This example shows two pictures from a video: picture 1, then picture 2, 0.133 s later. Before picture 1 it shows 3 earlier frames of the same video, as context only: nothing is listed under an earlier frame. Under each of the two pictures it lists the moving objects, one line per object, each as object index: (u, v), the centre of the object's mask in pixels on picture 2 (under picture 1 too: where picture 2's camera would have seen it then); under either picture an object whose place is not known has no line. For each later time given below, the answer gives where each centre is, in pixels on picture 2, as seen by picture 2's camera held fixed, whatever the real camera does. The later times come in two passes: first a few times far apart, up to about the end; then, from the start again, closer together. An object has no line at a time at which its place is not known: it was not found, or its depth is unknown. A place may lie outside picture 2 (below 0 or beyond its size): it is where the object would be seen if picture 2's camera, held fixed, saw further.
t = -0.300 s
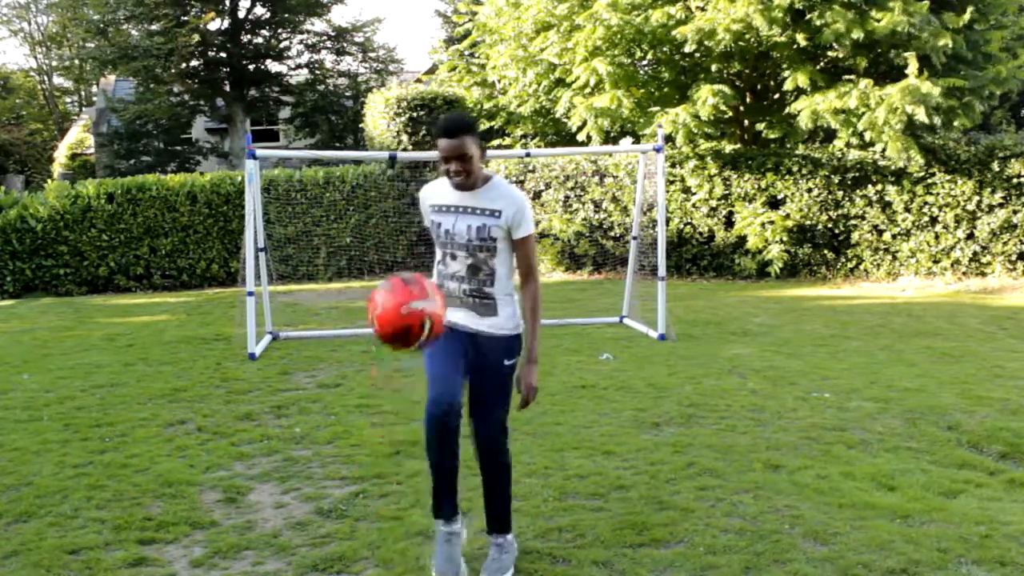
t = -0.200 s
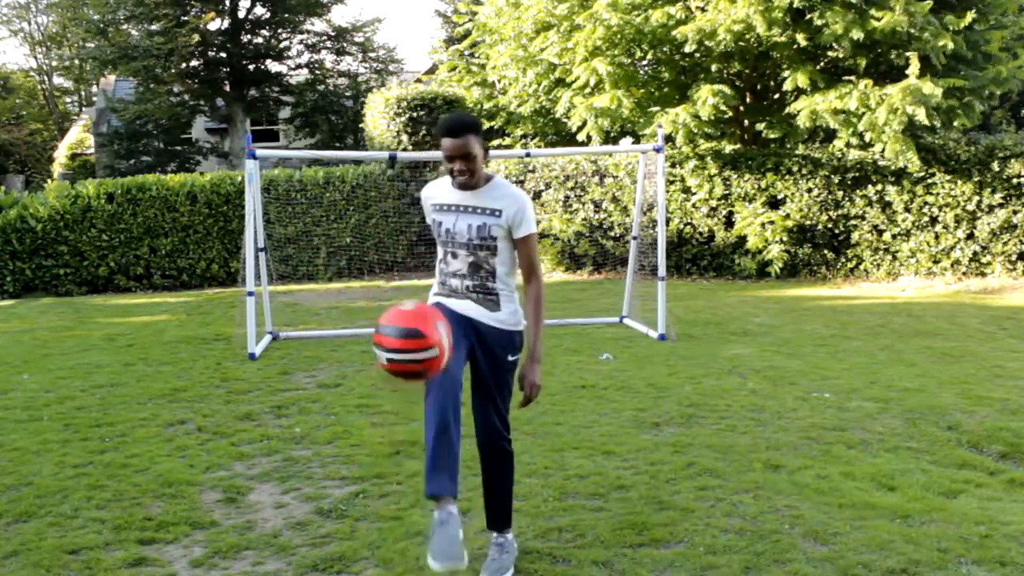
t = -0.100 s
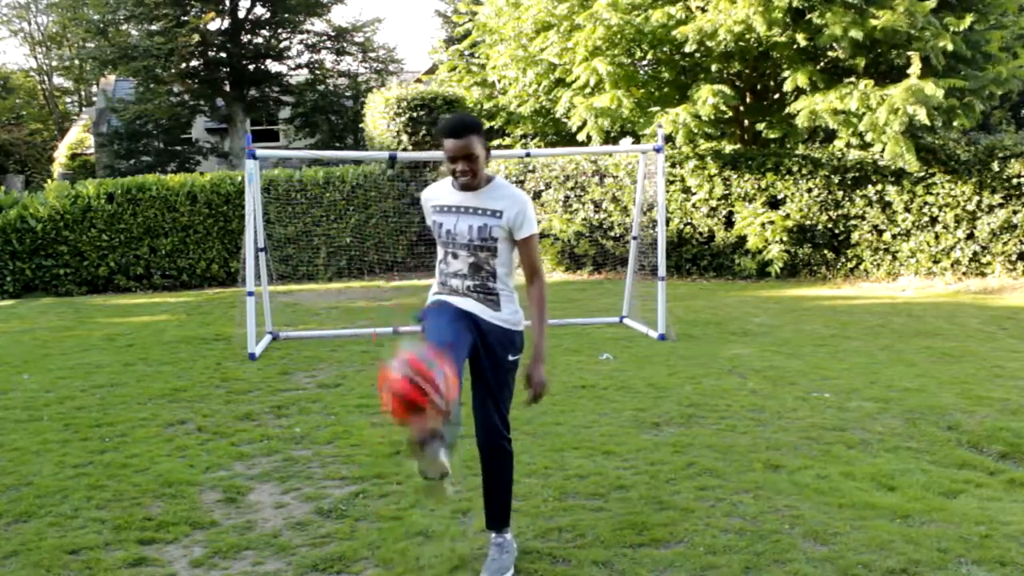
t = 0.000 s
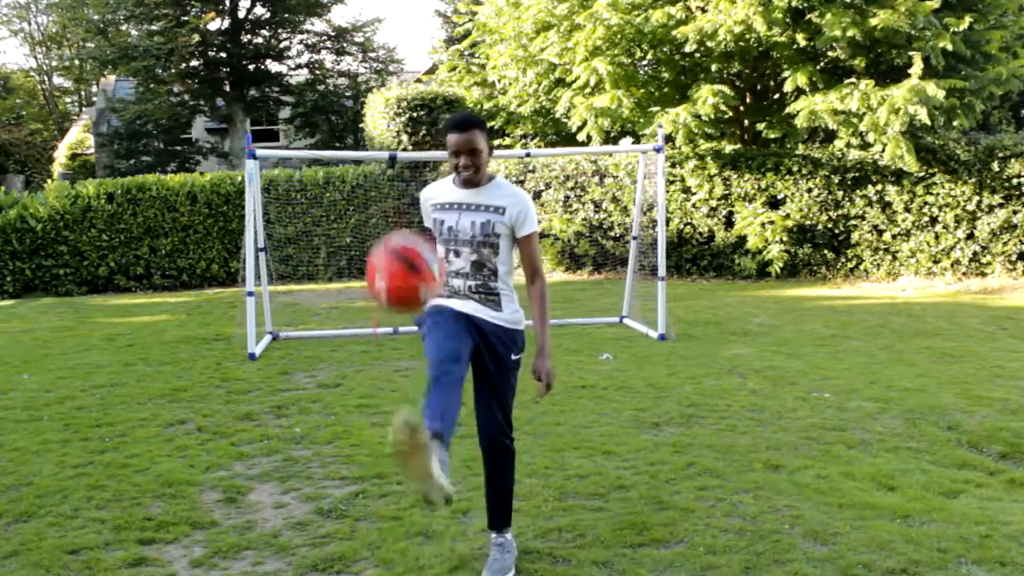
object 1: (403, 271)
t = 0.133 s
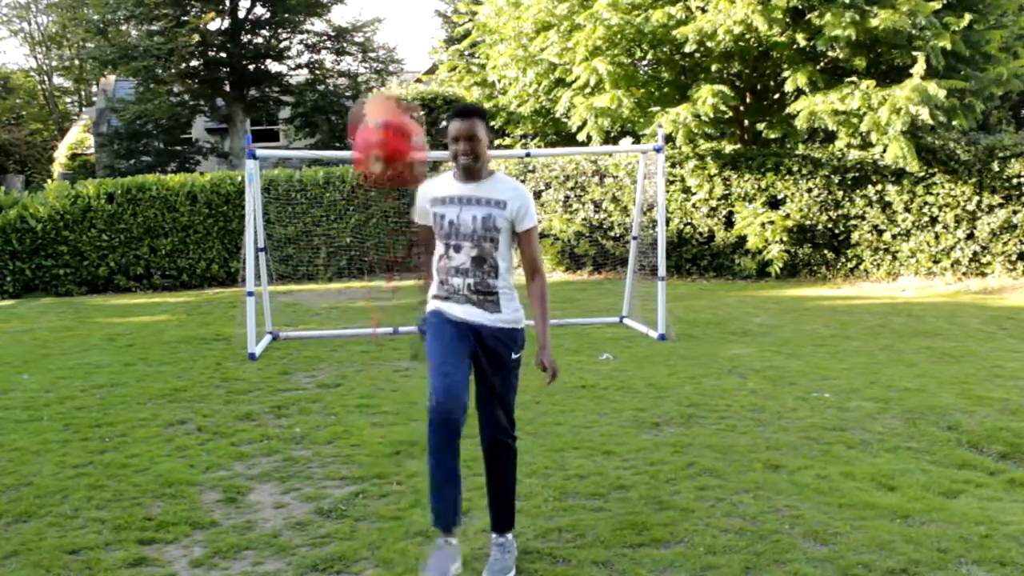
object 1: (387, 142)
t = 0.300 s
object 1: (374, 72)
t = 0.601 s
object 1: (362, 170)
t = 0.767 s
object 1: (365, 341)
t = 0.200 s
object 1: (382, 103)
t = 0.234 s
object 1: (379, 86)
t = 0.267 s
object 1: (375, 76)
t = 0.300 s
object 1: (374, 72)
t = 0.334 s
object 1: (372, 70)
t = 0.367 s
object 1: (371, 70)
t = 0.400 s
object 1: (369, 74)
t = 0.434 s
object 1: (367, 83)
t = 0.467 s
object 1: (365, 96)
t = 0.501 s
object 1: (364, 115)
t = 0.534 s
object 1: (363, 126)
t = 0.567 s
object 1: (362, 142)
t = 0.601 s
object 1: (362, 170)
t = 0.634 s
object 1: (363, 202)
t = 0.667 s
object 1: (363, 238)
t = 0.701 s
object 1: (363, 258)
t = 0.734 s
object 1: (364, 298)
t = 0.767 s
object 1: (365, 341)
